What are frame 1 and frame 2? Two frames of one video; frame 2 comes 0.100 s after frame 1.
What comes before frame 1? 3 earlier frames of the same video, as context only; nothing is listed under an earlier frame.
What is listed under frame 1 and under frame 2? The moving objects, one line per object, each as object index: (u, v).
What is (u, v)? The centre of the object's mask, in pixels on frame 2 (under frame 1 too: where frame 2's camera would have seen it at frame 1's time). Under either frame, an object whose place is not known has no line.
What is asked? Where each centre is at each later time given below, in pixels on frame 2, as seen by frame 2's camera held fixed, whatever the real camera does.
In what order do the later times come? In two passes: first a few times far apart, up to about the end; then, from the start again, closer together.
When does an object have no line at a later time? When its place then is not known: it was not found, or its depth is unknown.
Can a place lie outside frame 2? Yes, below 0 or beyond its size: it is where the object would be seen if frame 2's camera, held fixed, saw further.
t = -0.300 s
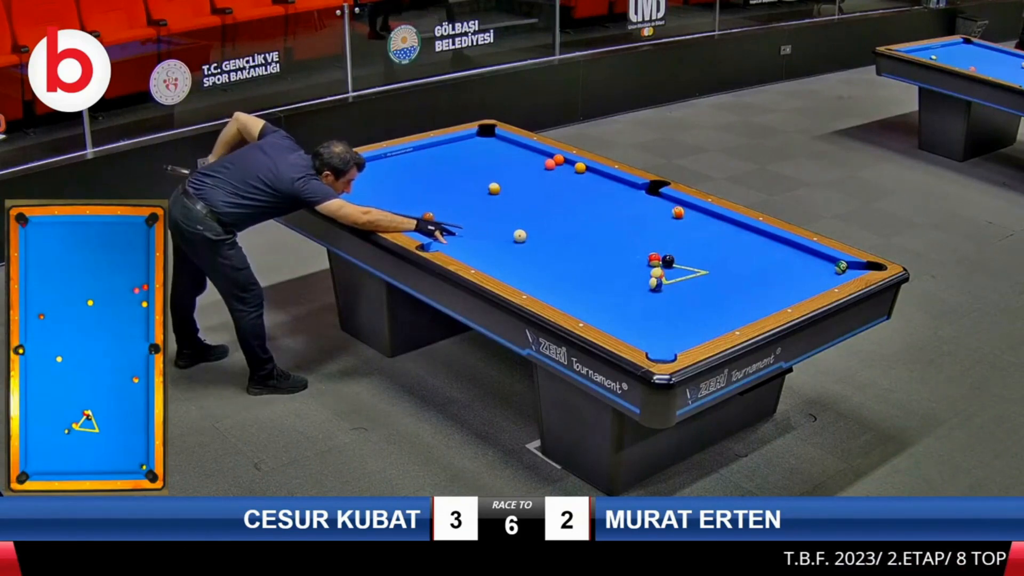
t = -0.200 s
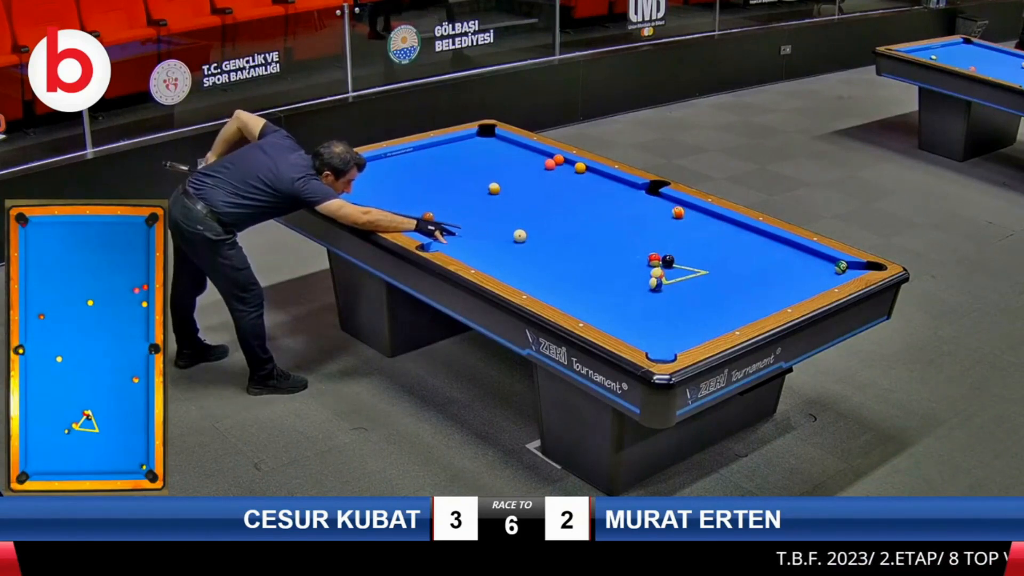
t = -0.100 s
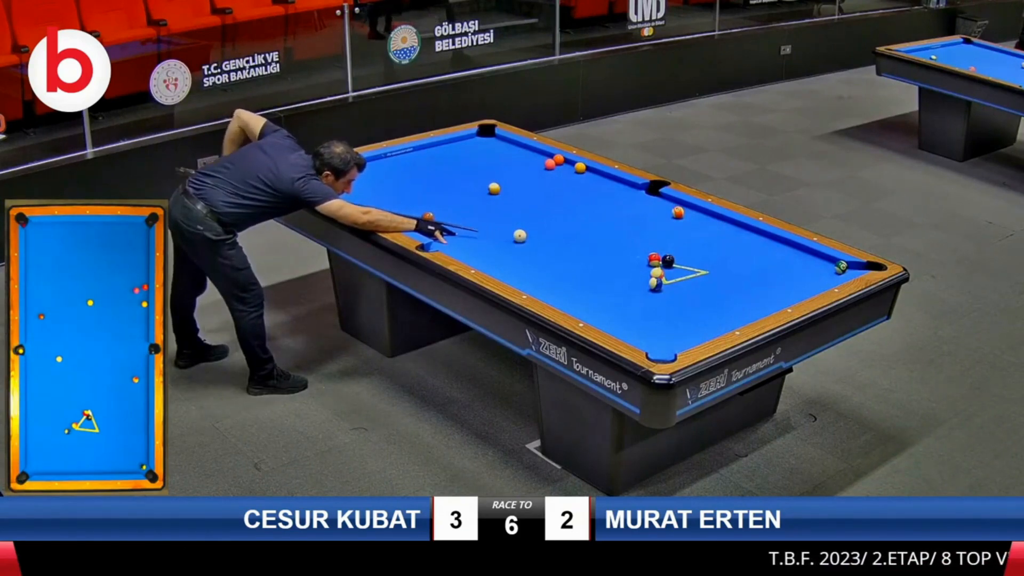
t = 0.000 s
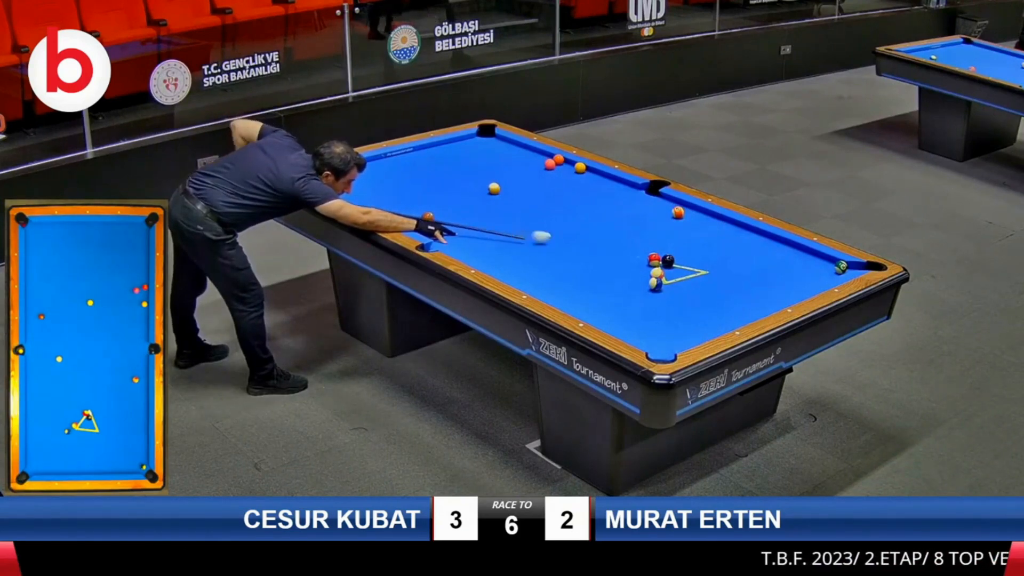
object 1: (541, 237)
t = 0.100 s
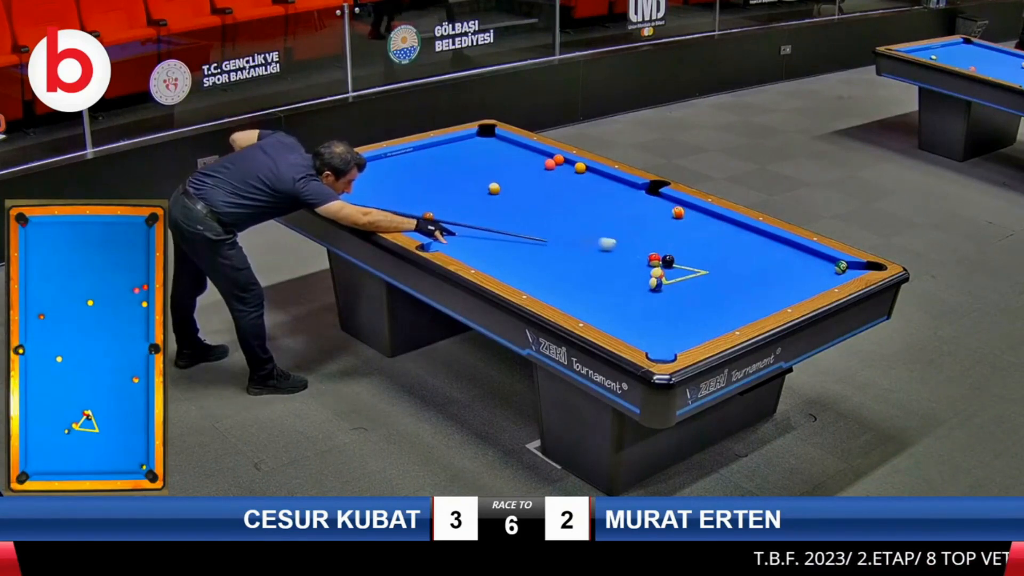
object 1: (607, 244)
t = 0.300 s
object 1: (726, 257)
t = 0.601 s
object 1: (830, 272)
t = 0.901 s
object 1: (779, 264)
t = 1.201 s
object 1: (741, 257)
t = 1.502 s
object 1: (704, 251)
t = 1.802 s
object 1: (670, 245)
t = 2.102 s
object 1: (637, 240)
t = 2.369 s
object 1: (609, 235)
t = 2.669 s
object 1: (579, 230)
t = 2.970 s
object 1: (552, 226)
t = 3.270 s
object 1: (526, 221)
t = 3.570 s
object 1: (501, 218)
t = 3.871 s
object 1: (479, 214)
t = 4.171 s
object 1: (458, 211)
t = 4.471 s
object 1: (440, 208)
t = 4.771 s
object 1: (422, 205)
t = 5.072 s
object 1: (406, 203)
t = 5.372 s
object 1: (392, 200)
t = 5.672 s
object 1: (378, 199)
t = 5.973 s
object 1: (367, 197)
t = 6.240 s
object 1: (357, 196)
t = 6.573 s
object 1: (347, 194)
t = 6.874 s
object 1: (340, 192)
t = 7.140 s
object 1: (335, 191)
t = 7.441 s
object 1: (335, 190)
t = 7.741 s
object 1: (335, 189)
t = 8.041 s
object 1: (334, 189)
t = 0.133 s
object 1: (628, 246)
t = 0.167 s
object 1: (648, 247)
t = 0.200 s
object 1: (669, 249)
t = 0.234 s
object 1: (688, 252)
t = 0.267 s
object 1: (707, 254)
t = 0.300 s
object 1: (726, 257)
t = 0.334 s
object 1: (744, 259)
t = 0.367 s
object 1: (762, 261)
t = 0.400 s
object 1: (779, 263)
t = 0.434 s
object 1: (795, 265)
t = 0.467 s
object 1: (812, 266)
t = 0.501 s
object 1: (827, 268)
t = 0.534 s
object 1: (835, 271)
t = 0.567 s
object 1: (837, 272)
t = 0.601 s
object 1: (830, 272)
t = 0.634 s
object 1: (823, 271)
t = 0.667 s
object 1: (816, 270)
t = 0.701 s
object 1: (809, 269)
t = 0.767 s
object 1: (798, 267)
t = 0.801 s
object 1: (793, 267)
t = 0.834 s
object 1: (788, 266)
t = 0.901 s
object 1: (779, 264)
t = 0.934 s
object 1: (775, 263)
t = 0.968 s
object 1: (771, 263)
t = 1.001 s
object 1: (767, 262)
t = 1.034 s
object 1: (762, 261)
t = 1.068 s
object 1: (758, 260)
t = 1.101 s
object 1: (753, 260)
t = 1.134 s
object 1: (749, 259)
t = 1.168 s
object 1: (745, 258)
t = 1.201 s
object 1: (741, 257)
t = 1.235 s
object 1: (737, 257)
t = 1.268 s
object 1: (732, 256)
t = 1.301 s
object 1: (729, 255)
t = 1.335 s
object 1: (724, 255)
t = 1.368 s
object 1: (720, 254)
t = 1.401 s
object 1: (716, 253)
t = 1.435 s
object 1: (712, 253)
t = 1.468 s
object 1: (708, 252)
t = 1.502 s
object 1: (704, 251)
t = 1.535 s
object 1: (700, 251)
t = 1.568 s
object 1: (696, 250)
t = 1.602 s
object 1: (692, 249)
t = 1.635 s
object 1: (689, 249)
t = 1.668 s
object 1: (685, 248)
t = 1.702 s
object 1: (681, 247)
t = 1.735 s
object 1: (677, 247)
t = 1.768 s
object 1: (673, 246)
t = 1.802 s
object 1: (670, 245)
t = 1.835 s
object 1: (666, 245)
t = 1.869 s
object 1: (662, 244)
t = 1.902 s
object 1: (658, 243)
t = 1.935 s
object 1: (655, 243)
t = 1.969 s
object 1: (651, 242)
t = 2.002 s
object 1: (647, 241)
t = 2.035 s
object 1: (644, 241)
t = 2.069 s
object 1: (640, 240)
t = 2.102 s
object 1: (637, 240)
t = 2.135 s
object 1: (633, 239)
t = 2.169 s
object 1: (630, 239)
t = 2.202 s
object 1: (626, 238)
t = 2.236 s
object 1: (622, 238)
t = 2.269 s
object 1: (619, 237)
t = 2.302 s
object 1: (616, 236)
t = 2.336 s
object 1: (612, 236)
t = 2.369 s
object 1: (609, 235)
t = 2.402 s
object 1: (605, 235)
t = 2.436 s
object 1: (602, 234)
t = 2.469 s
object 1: (599, 233)
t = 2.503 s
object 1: (595, 233)
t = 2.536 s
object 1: (592, 232)
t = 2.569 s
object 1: (589, 232)
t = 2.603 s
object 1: (586, 231)
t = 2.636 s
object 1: (582, 231)
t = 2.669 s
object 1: (579, 230)
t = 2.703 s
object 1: (576, 230)
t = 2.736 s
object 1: (573, 229)
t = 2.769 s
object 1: (570, 229)
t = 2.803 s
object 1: (567, 228)
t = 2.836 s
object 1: (564, 228)
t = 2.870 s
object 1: (561, 227)
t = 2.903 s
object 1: (558, 227)
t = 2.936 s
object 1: (555, 226)
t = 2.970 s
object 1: (552, 226)
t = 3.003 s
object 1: (549, 225)
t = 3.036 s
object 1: (546, 225)
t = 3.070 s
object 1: (543, 224)
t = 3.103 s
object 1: (540, 224)
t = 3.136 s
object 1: (537, 223)
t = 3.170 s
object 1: (534, 223)
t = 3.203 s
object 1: (531, 222)
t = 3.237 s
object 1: (528, 222)
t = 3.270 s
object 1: (526, 221)
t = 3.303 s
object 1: (523, 221)
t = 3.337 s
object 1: (520, 221)
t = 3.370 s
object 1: (517, 220)
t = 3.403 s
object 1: (515, 220)
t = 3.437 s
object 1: (512, 219)
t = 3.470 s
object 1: (509, 219)
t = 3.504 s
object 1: (507, 219)
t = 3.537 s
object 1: (504, 218)
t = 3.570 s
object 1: (501, 218)
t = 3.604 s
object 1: (499, 217)
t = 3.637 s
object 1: (496, 217)
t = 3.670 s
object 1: (494, 216)
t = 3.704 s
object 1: (491, 216)
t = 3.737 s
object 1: (489, 215)
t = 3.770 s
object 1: (487, 215)
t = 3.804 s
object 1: (484, 215)
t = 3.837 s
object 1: (482, 215)
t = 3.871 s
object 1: (479, 214)
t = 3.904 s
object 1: (477, 214)
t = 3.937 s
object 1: (475, 213)
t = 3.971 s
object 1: (472, 213)
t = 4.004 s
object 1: (470, 213)
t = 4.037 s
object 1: (467, 212)
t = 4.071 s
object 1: (465, 212)
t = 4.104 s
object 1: (463, 211)
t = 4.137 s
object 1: (461, 211)
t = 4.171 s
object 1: (458, 211)
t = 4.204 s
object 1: (456, 211)
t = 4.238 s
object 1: (454, 210)
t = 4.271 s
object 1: (452, 210)
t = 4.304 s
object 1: (450, 209)
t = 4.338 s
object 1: (448, 209)
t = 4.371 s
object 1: (446, 209)
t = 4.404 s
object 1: (444, 208)
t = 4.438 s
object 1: (442, 208)
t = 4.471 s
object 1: (440, 208)
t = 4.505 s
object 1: (438, 207)
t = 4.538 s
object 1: (436, 207)
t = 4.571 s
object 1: (434, 207)
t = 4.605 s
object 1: (432, 206)
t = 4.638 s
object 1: (430, 206)
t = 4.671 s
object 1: (428, 206)
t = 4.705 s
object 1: (426, 206)
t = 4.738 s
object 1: (424, 205)
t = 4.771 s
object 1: (422, 205)
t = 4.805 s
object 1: (420, 205)
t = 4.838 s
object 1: (418, 204)
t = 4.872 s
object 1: (416, 204)
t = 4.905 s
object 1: (415, 204)
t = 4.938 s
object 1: (413, 204)
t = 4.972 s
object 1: (411, 203)
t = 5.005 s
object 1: (410, 203)
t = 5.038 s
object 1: (408, 203)
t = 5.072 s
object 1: (406, 203)
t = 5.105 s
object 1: (404, 202)
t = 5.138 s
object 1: (403, 202)
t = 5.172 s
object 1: (401, 202)
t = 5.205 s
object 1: (399, 202)
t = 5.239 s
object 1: (398, 201)
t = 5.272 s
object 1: (396, 201)
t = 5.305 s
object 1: (395, 201)
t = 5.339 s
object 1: (393, 201)
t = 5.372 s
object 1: (392, 200)
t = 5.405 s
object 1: (390, 200)
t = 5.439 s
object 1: (389, 200)
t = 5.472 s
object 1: (387, 200)
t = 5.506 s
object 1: (385, 200)
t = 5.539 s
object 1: (384, 200)
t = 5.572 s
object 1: (383, 199)
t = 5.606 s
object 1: (381, 199)
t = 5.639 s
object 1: (380, 199)
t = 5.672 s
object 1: (378, 199)
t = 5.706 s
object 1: (377, 198)
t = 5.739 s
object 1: (376, 198)
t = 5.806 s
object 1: (373, 198)
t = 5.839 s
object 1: (372, 198)
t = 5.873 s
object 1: (370, 198)
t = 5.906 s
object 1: (369, 197)
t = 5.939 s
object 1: (368, 197)
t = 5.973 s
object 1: (367, 197)
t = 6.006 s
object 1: (365, 197)
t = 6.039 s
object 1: (364, 197)
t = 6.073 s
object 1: (363, 196)
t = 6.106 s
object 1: (362, 196)
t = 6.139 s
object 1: (361, 196)
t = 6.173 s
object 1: (360, 196)
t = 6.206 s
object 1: (359, 196)
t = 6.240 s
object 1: (357, 196)
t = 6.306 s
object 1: (355, 195)
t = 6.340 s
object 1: (354, 195)
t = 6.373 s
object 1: (353, 195)
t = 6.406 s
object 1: (352, 195)
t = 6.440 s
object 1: (351, 195)
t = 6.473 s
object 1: (350, 195)
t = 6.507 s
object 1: (349, 194)
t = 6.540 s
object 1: (348, 194)
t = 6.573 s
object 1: (347, 194)
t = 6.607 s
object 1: (346, 194)
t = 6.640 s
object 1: (345, 194)
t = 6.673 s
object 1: (345, 194)
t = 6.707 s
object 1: (344, 193)
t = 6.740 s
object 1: (343, 193)
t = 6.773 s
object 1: (342, 193)
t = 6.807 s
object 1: (341, 193)
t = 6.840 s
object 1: (340, 193)
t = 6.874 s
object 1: (340, 192)
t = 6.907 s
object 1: (339, 192)
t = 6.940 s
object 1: (338, 192)
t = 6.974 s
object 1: (337, 192)
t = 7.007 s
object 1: (337, 192)
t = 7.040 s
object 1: (336, 191)
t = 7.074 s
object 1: (335, 191)
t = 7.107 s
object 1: (335, 191)
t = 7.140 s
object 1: (335, 191)
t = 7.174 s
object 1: (335, 191)
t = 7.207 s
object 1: (335, 191)
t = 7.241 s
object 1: (335, 191)
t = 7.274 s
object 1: (335, 191)
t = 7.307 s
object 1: (335, 190)
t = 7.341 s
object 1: (335, 190)
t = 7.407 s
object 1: (335, 190)
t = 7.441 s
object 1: (335, 190)
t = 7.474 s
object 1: (335, 190)
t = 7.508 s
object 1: (335, 190)
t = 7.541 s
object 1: (335, 190)
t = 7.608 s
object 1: (335, 189)
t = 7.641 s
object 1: (335, 189)
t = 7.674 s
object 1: (335, 189)
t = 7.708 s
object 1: (335, 189)
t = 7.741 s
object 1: (335, 189)
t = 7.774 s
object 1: (334, 189)
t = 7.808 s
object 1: (334, 189)
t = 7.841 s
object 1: (334, 189)
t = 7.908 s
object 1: (335, 189)
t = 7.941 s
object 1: (334, 189)
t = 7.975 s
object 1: (334, 189)
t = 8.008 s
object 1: (334, 189)
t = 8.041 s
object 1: (334, 189)
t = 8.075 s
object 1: (334, 189)
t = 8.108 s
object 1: (334, 189)
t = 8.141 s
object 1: (334, 189)
